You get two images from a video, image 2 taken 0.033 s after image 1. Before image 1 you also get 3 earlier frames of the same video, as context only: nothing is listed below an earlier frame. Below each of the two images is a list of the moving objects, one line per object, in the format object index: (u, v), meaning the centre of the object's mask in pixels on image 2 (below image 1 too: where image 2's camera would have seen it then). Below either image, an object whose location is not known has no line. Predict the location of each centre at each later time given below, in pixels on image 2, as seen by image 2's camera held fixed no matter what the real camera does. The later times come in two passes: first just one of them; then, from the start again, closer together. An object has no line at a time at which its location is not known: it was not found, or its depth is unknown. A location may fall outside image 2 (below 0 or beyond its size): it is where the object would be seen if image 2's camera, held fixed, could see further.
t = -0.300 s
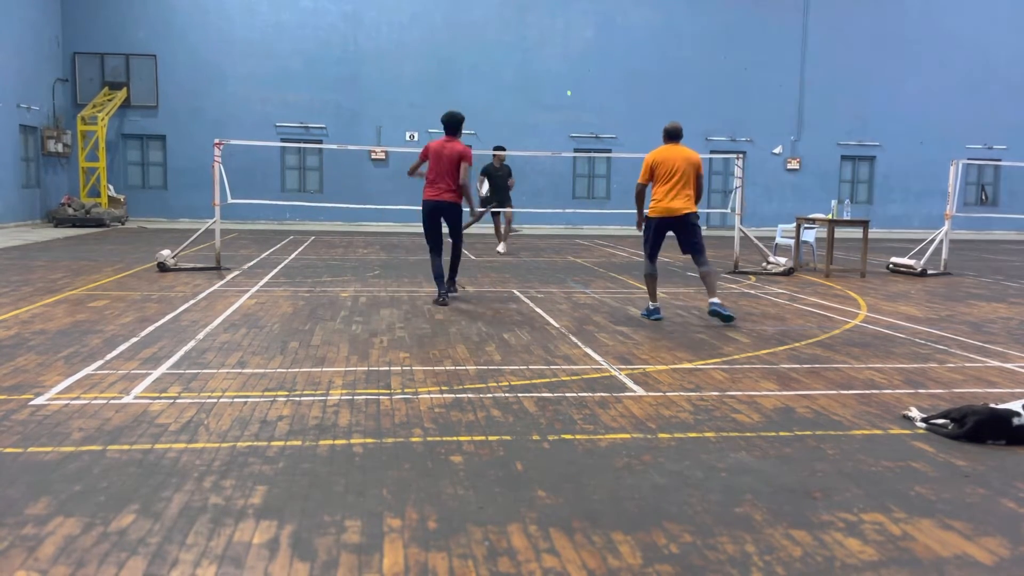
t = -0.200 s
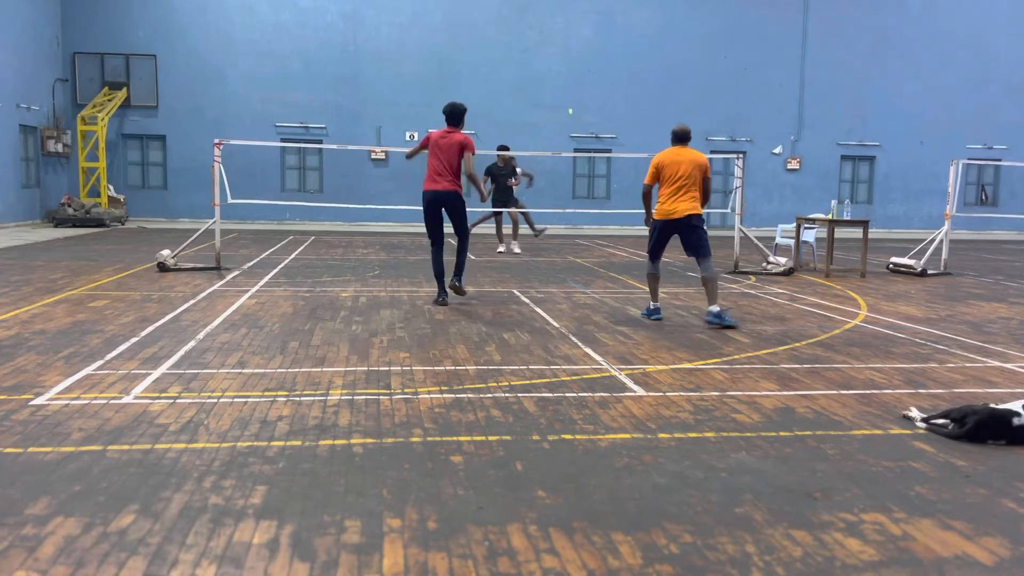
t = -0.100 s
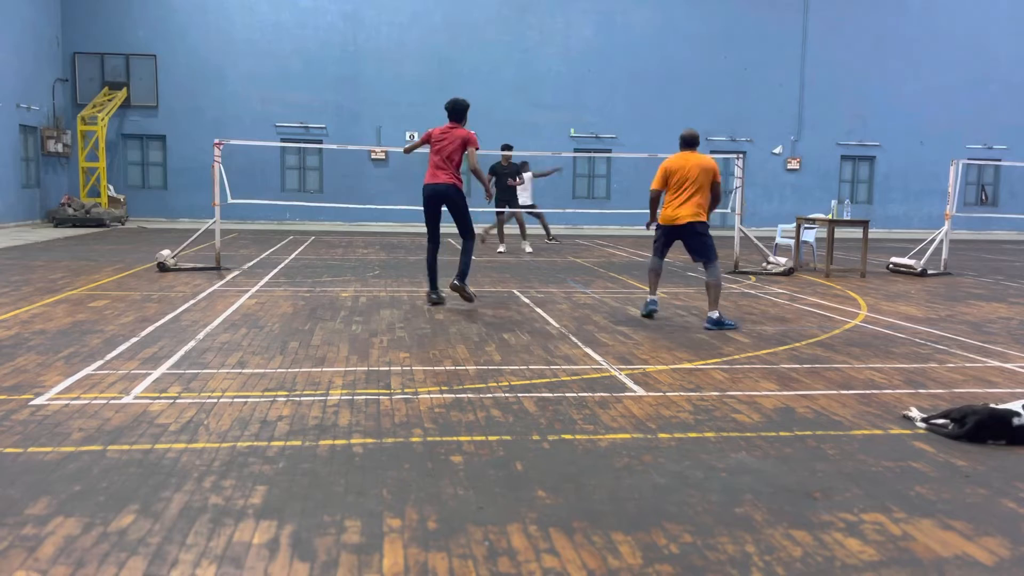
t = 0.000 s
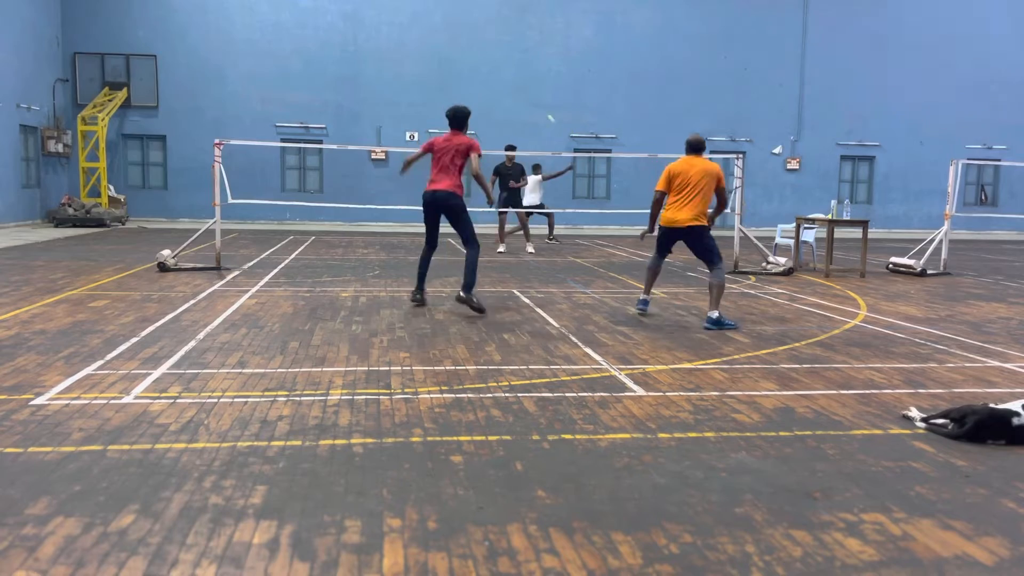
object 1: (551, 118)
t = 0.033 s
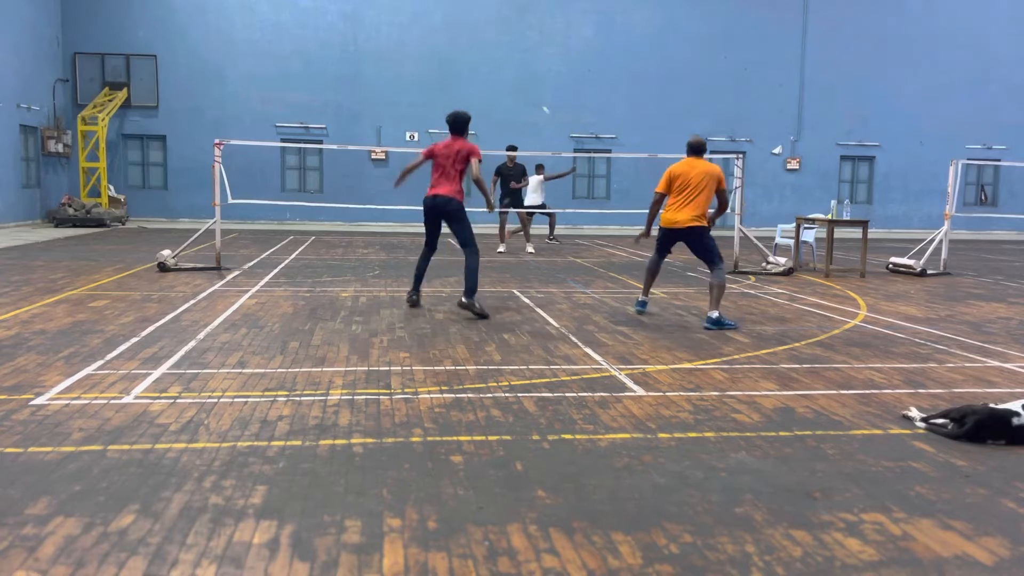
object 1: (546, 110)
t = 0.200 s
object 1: (509, 78)
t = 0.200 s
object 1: (509, 78)
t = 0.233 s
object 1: (502, 74)
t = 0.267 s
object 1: (496, 72)
